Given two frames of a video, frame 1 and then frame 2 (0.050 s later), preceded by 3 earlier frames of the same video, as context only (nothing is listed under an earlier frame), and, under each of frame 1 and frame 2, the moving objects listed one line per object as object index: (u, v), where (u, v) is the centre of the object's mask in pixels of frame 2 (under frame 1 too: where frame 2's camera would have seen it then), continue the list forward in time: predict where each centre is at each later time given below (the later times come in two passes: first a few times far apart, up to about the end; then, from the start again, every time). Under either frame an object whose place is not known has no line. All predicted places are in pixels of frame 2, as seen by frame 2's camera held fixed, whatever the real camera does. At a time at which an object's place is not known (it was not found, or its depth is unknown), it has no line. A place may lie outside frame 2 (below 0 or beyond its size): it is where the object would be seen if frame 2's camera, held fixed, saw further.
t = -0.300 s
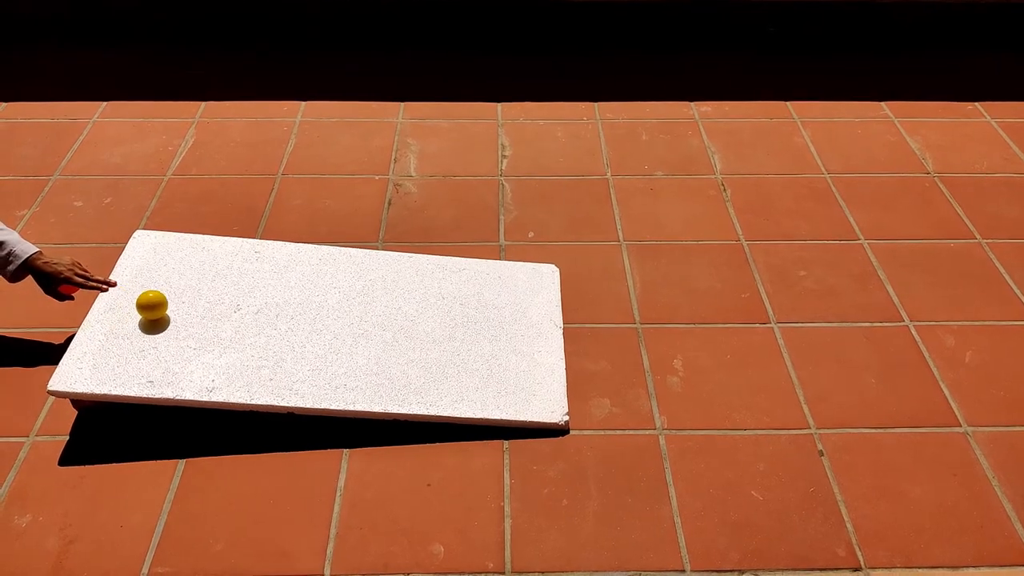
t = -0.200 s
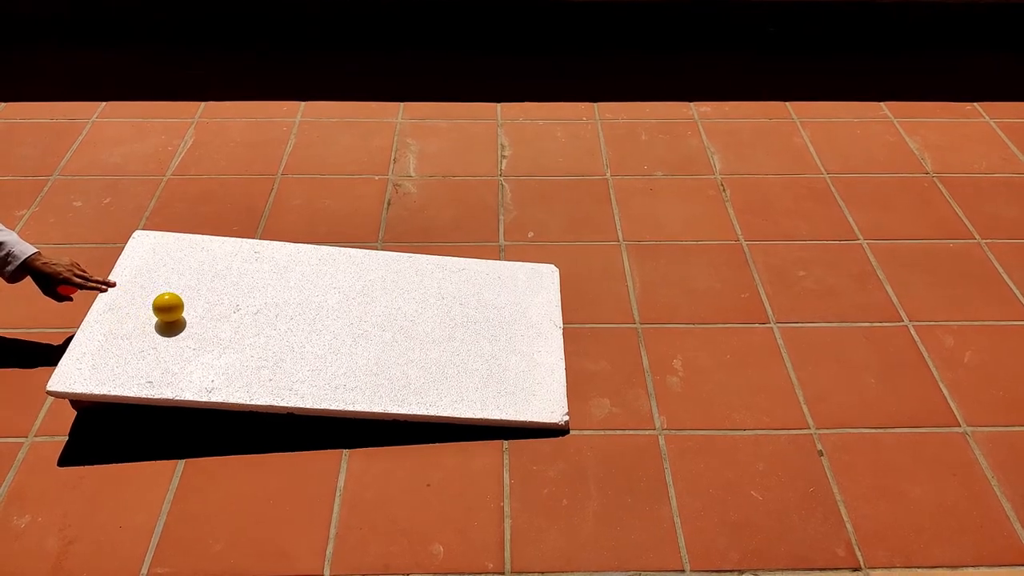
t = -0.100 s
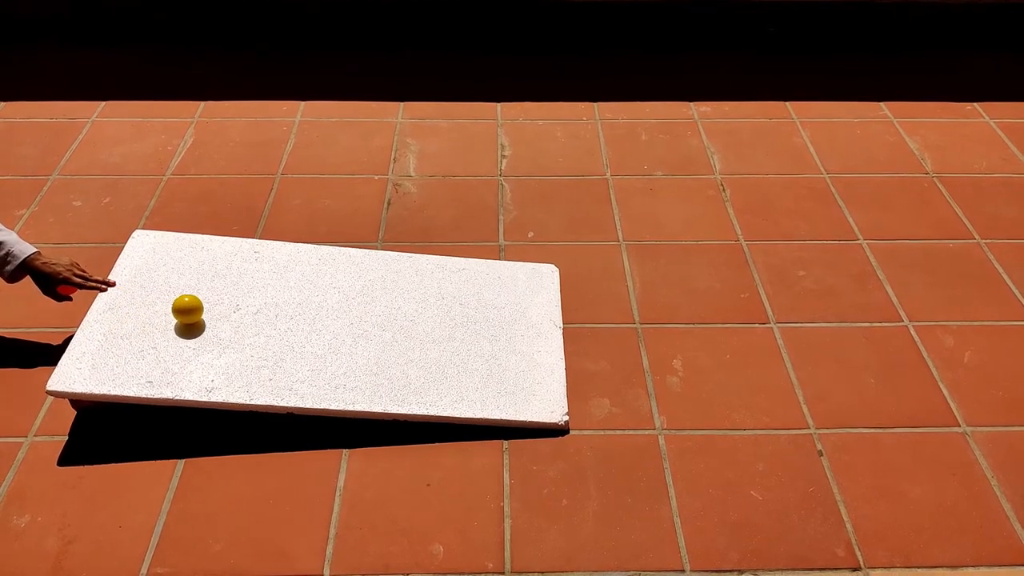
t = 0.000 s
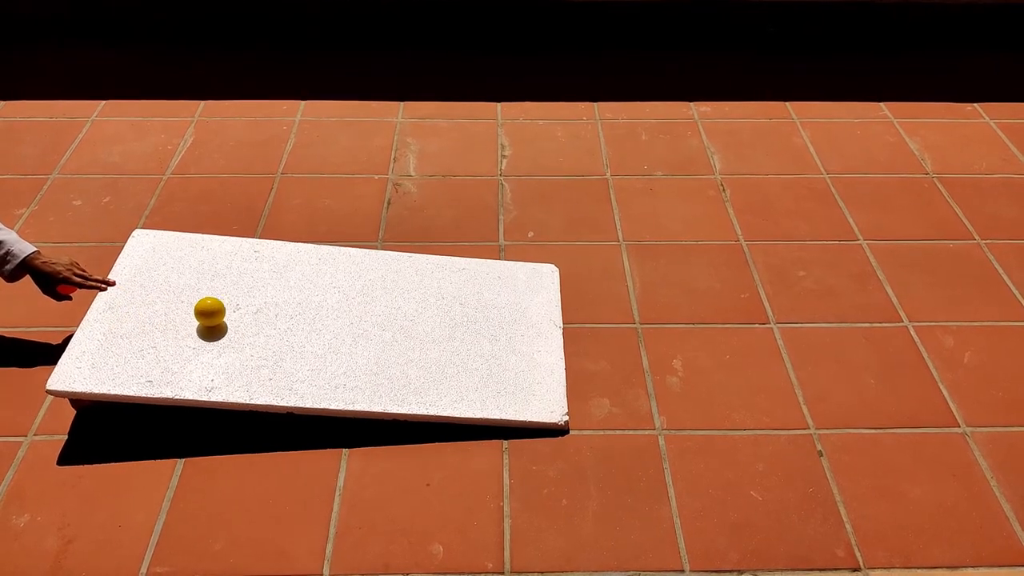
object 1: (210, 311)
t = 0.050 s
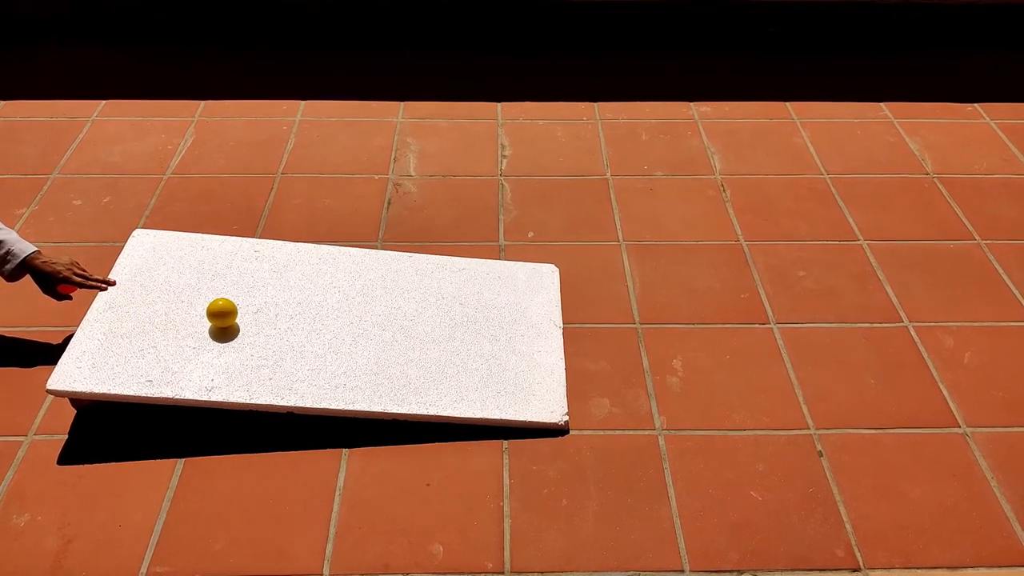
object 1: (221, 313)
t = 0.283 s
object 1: (286, 321)
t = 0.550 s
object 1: (376, 331)
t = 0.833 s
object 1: (489, 343)
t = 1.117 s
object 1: (613, 353)
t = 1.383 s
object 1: (735, 361)
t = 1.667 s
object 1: (860, 364)
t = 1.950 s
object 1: (974, 368)
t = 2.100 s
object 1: (1022, 369)
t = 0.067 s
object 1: (226, 313)
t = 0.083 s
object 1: (230, 314)
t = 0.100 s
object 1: (234, 314)
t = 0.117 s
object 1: (238, 314)
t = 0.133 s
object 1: (243, 315)
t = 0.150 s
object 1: (247, 315)
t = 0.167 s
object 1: (251, 316)
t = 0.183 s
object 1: (256, 317)
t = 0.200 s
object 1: (261, 317)
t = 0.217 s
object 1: (266, 318)
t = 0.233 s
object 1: (271, 319)
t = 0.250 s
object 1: (276, 319)
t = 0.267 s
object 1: (281, 320)
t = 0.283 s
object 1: (286, 321)
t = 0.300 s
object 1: (291, 322)
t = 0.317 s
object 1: (296, 322)
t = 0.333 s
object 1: (302, 323)
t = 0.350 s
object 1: (307, 324)
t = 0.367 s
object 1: (312, 324)
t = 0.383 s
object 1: (318, 325)
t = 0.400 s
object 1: (323, 326)
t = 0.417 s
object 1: (329, 326)
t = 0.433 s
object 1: (335, 326)
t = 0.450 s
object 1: (340, 327)
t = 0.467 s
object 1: (346, 328)
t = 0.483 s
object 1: (352, 329)
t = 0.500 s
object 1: (358, 329)
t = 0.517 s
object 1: (364, 330)
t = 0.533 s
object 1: (370, 331)
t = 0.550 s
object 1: (376, 331)
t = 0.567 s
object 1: (383, 332)
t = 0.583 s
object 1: (389, 333)
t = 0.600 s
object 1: (395, 334)
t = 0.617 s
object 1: (402, 334)
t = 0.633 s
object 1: (408, 335)
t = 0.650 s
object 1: (415, 336)
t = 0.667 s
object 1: (421, 336)
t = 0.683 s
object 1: (427, 337)
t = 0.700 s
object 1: (434, 338)
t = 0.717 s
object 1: (440, 338)
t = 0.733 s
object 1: (447, 339)
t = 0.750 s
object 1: (454, 340)
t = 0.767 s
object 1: (461, 340)
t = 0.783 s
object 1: (468, 341)
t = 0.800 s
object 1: (475, 341)
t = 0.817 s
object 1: (482, 342)
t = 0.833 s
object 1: (489, 343)
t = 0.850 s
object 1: (496, 344)
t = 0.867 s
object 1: (503, 344)
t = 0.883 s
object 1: (510, 345)
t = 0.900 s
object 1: (517, 345)
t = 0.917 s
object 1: (524, 346)
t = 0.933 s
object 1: (531, 347)
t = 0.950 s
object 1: (539, 348)
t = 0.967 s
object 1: (546, 348)
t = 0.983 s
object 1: (554, 349)
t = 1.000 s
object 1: (561, 349)
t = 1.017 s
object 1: (569, 350)
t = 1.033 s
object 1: (577, 351)
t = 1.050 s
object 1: (584, 353)
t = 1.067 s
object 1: (591, 356)
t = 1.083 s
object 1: (598, 356)
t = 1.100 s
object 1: (606, 354)
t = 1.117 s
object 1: (613, 353)
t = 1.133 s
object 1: (620, 353)
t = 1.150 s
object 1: (628, 353)
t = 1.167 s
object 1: (635, 355)
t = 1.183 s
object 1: (642, 357)
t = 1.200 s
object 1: (649, 358)
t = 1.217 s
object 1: (658, 358)
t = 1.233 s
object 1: (665, 358)
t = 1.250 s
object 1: (673, 359)
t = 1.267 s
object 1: (681, 359)
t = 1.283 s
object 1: (688, 359)
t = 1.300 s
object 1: (696, 359)
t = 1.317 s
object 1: (704, 359)
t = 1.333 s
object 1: (711, 360)
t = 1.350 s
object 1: (719, 360)
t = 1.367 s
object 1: (727, 360)
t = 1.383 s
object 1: (735, 361)
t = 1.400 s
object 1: (743, 361)
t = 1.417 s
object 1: (750, 361)
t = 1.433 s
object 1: (758, 362)
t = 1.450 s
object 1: (765, 362)
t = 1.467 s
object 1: (773, 362)
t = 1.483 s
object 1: (780, 363)
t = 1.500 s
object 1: (788, 363)
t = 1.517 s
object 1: (795, 363)
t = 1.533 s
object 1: (803, 362)
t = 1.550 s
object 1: (810, 362)
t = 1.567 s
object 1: (817, 362)
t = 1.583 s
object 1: (824, 363)
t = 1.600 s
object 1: (831, 363)
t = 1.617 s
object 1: (839, 363)
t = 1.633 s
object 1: (845, 364)
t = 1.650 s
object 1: (852, 364)
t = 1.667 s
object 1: (860, 364)
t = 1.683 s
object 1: (866, 364)
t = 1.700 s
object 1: (873, 364)
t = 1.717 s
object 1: (880, 365)
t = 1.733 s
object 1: (887, 365)
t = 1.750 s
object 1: (893, 365)
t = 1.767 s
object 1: (900, 365)
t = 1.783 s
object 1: (907, 365)
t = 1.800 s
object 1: (914, 365)
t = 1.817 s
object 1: (921, 366)
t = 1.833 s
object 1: (927, 366)
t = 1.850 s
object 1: (935, 366)
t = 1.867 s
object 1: (941, 367)
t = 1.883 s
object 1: (948, 367)
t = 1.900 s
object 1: (955, 367)
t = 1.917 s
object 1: (961, 367)
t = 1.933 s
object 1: (967, 368)
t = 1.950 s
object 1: (974, 368)
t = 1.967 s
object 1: (980, 368)
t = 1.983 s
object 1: (986, 368)
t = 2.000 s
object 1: (992, 369)
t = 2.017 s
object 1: (999, 369)
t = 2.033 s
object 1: (1006, 369)
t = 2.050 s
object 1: (1012, 369)
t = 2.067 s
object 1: (1016, 369)
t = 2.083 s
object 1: (1019, 369)
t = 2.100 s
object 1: (1022, 369)
